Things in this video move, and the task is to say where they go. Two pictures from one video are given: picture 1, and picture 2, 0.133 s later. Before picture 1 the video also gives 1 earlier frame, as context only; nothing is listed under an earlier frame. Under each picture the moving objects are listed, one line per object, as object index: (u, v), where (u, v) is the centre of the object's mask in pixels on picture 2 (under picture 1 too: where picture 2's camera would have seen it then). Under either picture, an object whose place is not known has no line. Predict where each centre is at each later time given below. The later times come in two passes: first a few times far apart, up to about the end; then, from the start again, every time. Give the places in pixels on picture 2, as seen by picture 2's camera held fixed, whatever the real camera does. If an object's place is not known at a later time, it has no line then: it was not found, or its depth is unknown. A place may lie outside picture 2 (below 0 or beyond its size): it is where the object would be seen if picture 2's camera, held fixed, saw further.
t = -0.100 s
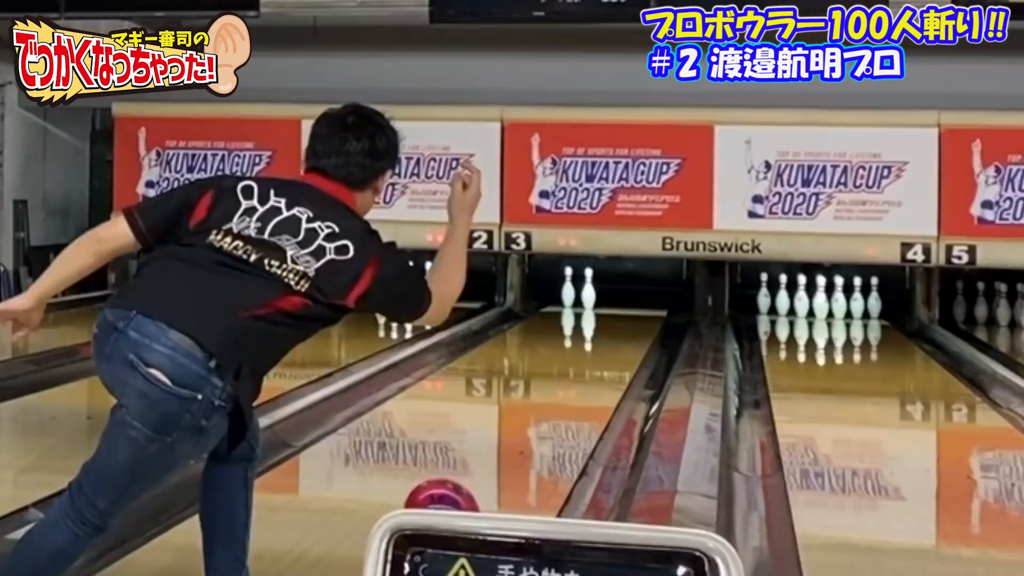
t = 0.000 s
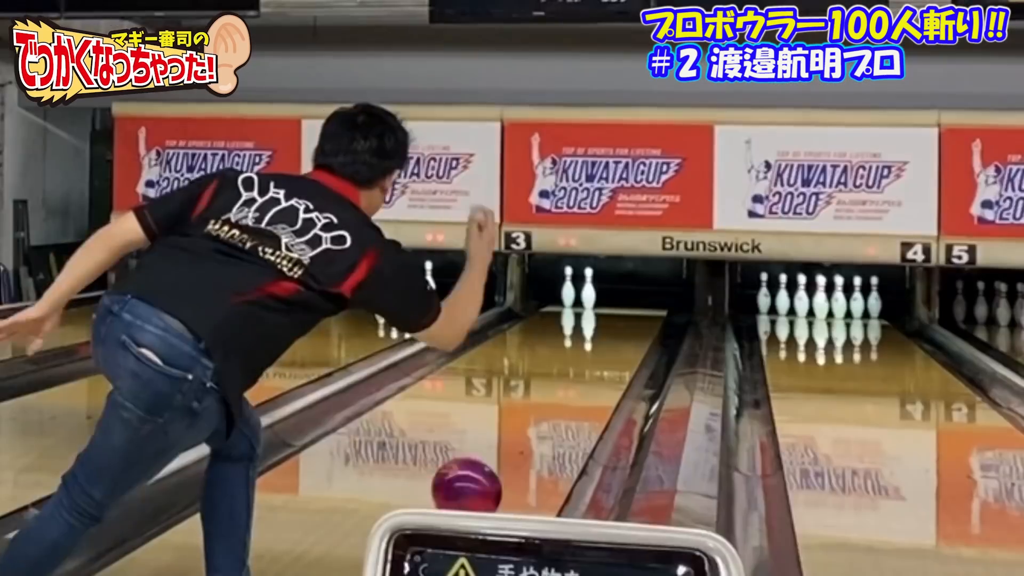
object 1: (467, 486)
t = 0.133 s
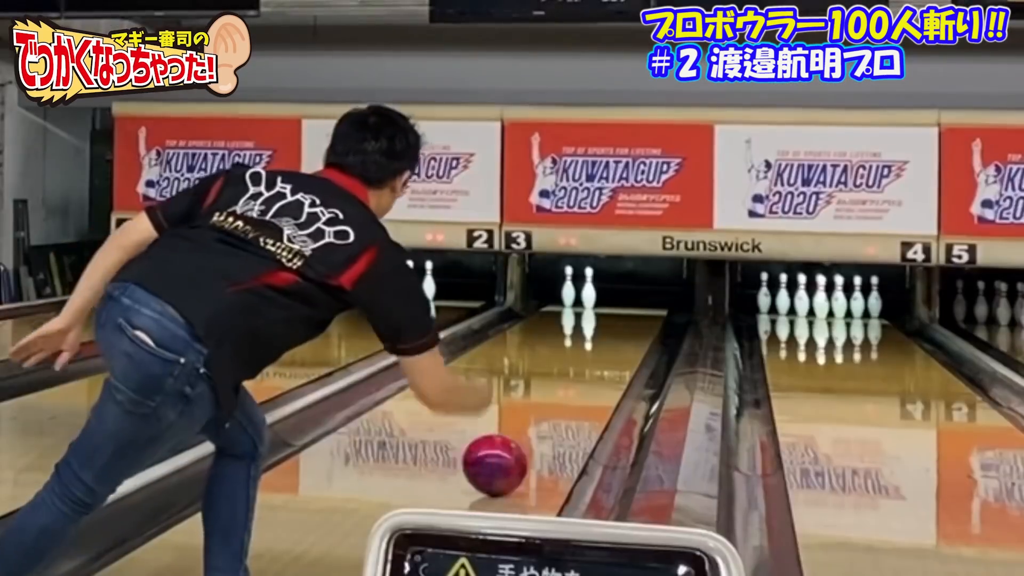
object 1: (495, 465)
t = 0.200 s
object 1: (506, 454)
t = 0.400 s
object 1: (536, 425)
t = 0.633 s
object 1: (562, 398)
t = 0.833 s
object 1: (580, 380)
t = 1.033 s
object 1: (593, 365)
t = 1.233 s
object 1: (604, 352)
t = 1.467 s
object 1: (613, 339)
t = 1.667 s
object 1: (617, 330)
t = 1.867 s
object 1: (621, 323)
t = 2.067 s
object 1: (621, 316)
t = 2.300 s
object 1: (619, 309)
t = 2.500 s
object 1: (612, 303)
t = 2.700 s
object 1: (606, 300)
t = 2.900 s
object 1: (610, 296)
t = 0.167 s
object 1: (502, 460)
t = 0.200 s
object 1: (506, 454)
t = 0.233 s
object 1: (512, 449)
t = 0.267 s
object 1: (517, 444)
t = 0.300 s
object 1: (522, 439)
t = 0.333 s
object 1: (528, 433)
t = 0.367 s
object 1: (532, 429)
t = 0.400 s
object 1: (536, 425)
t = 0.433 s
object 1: (541, 420)
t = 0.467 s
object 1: (544, 417)
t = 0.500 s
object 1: (548, 413)
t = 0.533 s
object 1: (552, 409)
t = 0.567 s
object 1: (556, 405)
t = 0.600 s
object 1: (559, 402)
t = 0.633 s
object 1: (562, 398)
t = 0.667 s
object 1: (565, 395)
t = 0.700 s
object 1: (569, 392)
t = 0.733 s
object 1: (571, 389)
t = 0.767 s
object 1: (574, 386)
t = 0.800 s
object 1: (577, 383)
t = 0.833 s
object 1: (580, 380)
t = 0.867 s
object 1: (582, 377)
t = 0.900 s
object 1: (584, 374)
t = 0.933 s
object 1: (586, 372)
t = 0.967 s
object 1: (589, 370)
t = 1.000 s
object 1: (590, 367)
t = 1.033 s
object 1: (593, 365)
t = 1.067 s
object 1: (595, 363)
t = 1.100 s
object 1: (597, 361)
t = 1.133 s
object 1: (598, 358)
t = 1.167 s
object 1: (600, 356)
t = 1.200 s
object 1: (602, 354)
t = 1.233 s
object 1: (604, 352)
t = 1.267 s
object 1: (605, 350)
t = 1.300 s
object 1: (607, 348)
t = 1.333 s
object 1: (608, 347)
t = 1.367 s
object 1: (609, 345)
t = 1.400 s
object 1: (610, 343)
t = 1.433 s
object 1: (612, 341)
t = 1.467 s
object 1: (613, 339)
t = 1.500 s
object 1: (614, 338)
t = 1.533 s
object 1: (614, 336)
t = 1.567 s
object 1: (614, 335)
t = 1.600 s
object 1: (617, 333)
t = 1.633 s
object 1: (618, 332)
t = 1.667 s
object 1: (617, 330)
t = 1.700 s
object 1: (619, 329)
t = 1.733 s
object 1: (620, 327)
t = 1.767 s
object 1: (620, 327)
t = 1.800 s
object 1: (620, 325)
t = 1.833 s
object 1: (621, 323)
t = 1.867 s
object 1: (621, 323)
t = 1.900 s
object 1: (621, 322)
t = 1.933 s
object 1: (622, 320)
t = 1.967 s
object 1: (622, 320)
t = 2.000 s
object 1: (622, 319)
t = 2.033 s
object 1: (622, 318)
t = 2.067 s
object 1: (621, 316)
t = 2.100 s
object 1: (622, 314)
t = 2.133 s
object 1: (621, 313)
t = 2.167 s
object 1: (621, 313)
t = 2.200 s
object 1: (621, 313)
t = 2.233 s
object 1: (620, 311)
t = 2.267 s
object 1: (620, 309)
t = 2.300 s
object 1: (619, 309)
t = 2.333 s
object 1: (618, 308)
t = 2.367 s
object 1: (618, 307)
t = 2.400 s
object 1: (617, 307)
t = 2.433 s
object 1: (616, 305)
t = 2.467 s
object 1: (615, 304)
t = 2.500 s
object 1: (612, 303)
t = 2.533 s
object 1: (611, 303)
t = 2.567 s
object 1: (611, 302)
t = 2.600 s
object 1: (610, 302)
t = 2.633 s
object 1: (609, 300)
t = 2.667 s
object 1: (607, 300)
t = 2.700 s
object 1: (606, 300)
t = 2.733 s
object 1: (605, 299)
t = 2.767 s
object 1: (605, 297)
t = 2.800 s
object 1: (606, 297)
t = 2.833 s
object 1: (605, 298)
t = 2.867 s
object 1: (608, 297)
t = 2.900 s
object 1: (610, 296)
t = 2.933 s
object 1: (609, 295)
